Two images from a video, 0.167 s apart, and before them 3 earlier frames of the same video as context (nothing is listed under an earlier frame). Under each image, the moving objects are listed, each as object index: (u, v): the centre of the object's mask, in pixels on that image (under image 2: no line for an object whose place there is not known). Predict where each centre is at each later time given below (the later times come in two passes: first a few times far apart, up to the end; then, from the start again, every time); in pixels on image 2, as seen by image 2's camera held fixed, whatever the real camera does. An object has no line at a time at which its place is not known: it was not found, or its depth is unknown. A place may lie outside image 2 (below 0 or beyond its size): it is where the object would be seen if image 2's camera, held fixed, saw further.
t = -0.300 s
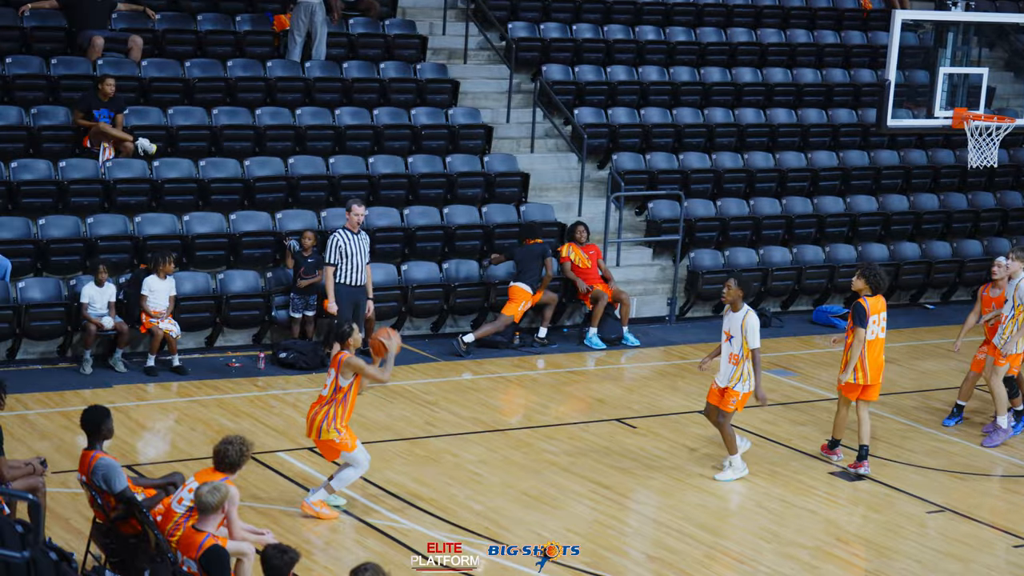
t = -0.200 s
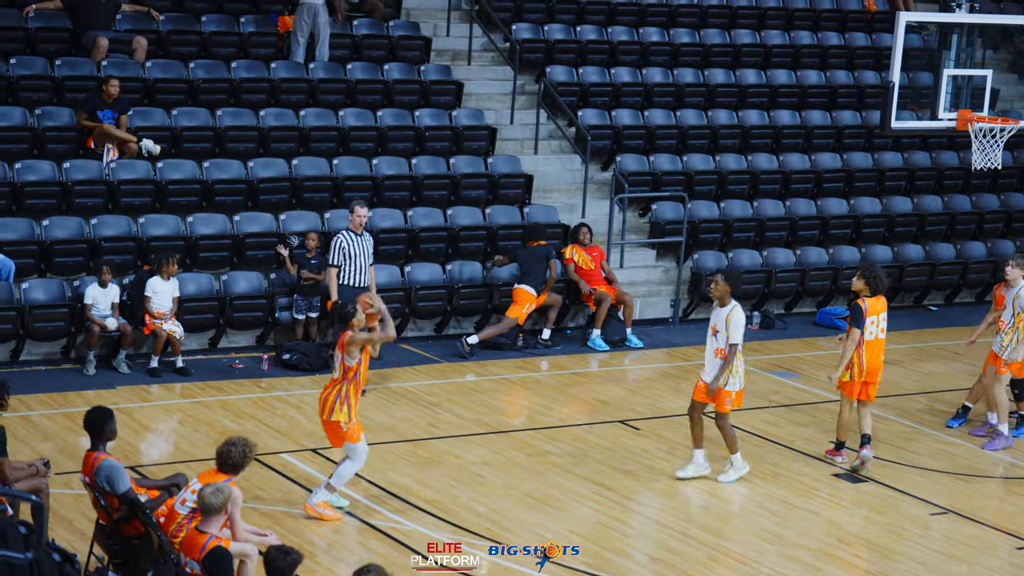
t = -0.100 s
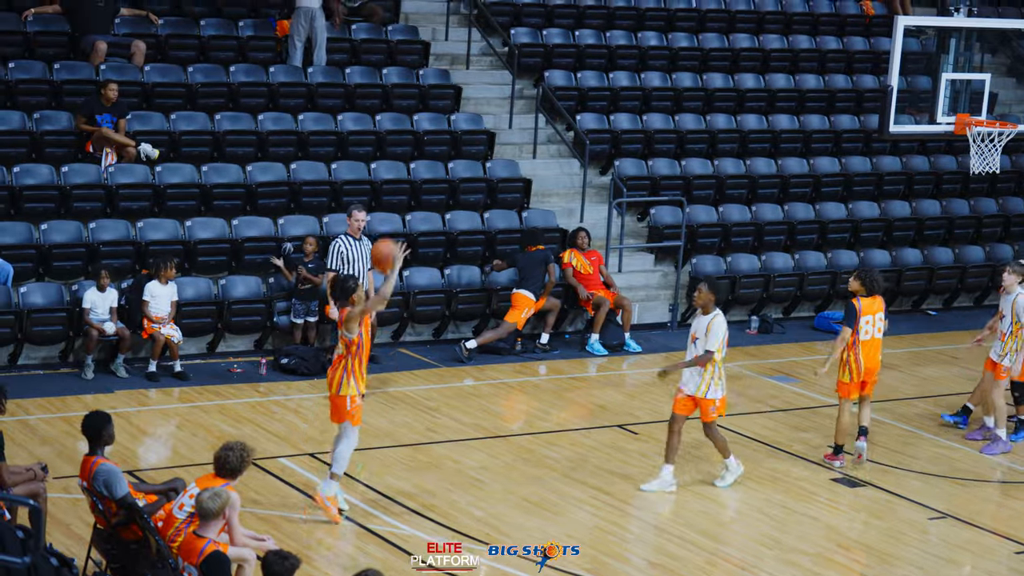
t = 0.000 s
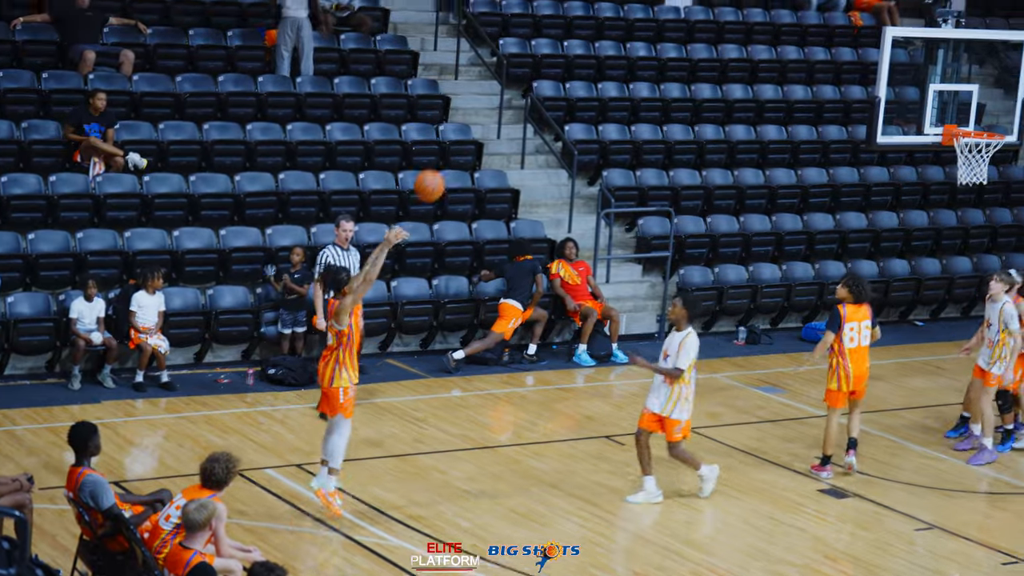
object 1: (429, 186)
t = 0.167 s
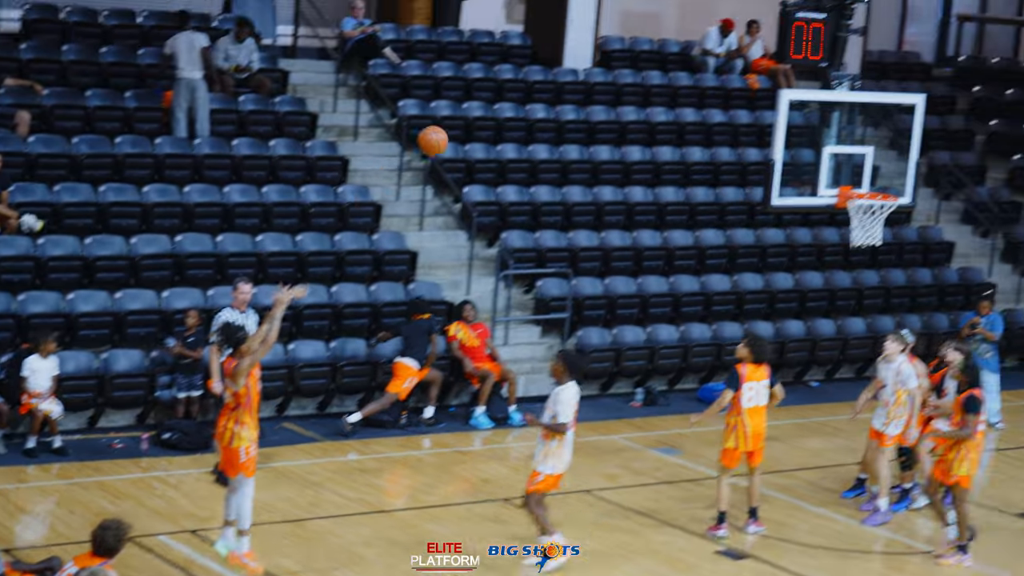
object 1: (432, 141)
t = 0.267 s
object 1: (492, 95)
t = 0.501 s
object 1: (618, 42)
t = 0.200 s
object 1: (453, 124)
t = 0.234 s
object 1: (473, 109)
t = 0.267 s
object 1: (492, 95)
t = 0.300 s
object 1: (512, 83)
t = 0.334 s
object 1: (530, 73)
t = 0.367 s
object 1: (549, 64)
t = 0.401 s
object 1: (567, 56)
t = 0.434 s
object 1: (585, 49)
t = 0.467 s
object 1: (602, 45)
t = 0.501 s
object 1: (618, 42)
